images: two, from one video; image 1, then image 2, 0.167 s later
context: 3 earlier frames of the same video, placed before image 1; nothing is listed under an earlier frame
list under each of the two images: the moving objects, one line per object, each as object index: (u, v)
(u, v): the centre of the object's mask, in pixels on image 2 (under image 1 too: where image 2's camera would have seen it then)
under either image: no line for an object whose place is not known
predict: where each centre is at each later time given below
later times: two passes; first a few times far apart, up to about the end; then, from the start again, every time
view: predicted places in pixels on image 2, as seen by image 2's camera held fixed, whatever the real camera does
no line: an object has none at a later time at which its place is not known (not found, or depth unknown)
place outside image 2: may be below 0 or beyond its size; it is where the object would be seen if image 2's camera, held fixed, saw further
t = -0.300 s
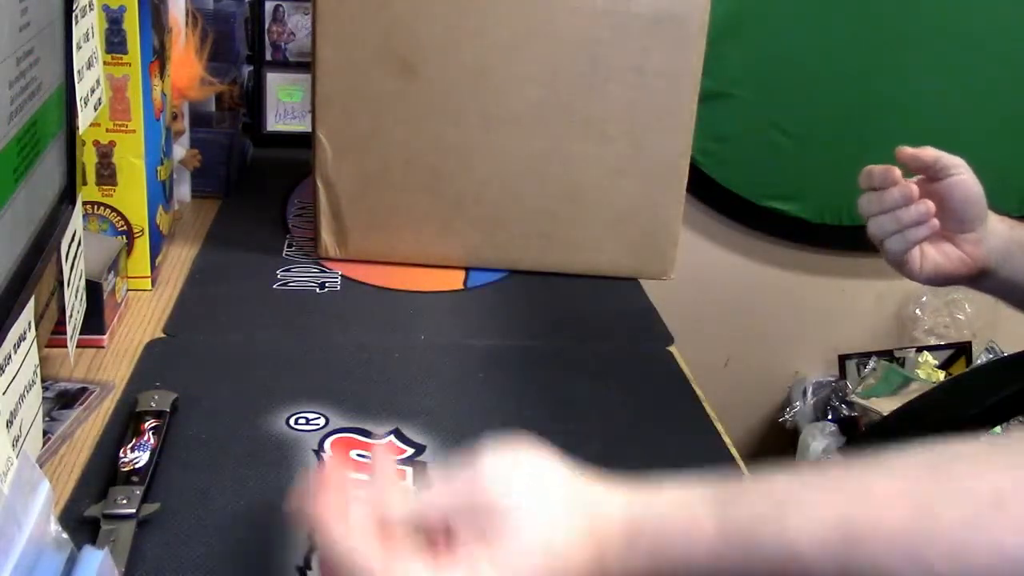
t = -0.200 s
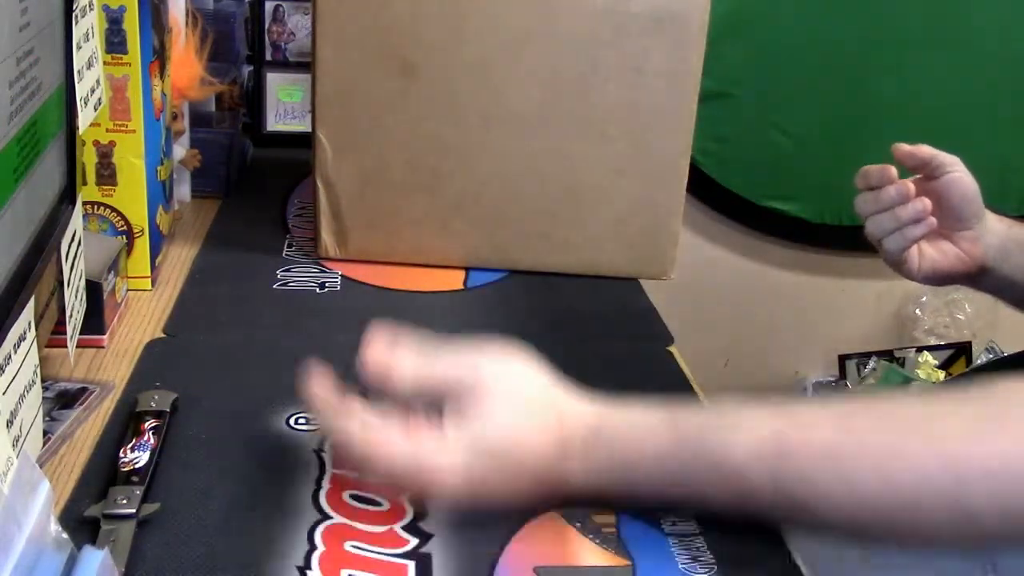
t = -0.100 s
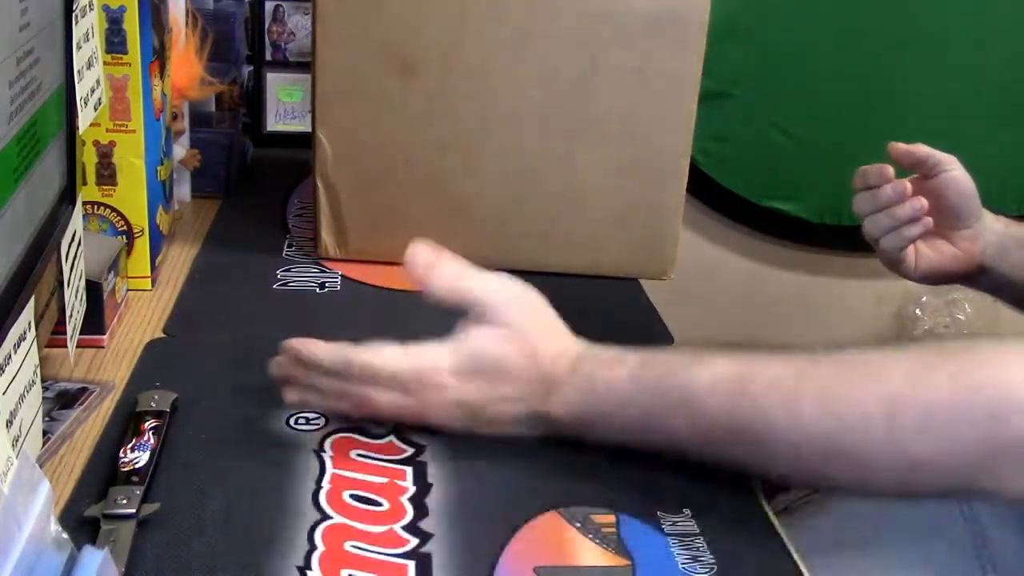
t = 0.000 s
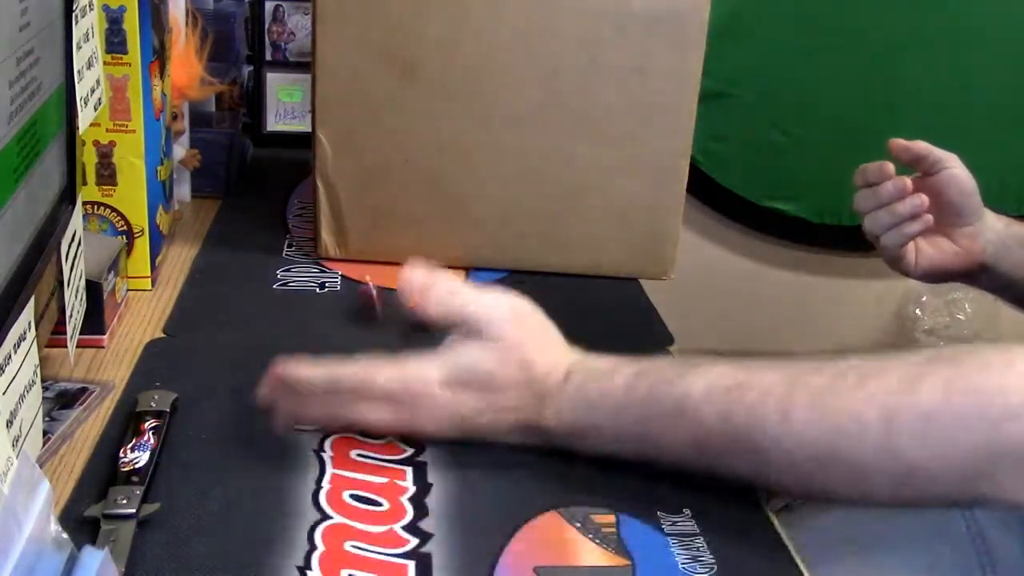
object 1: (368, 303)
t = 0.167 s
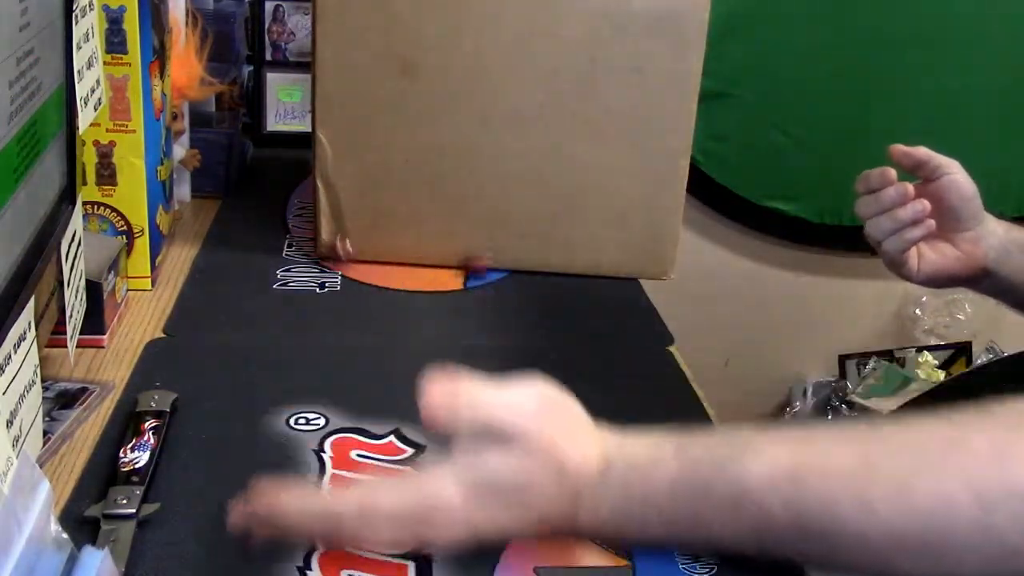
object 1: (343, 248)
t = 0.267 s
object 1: (357, 273)
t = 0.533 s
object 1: (370, 295)
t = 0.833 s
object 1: (370, 295)
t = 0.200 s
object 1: (349, 261)
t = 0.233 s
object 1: (353, 262)
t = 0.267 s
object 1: (357, 273)
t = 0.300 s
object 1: (360, 275)
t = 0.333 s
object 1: (364, 283)
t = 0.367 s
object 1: (367, 286)
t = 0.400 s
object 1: (368, 291)
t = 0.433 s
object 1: (368, 293)
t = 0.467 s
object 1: (370, 294)
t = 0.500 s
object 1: (370, 295)
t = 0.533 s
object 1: (370, 295)
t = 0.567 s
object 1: (370, 295)
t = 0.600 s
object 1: (370, 295)
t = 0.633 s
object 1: (370, 295)
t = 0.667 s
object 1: (370, 295)
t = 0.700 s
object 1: (370, 295)
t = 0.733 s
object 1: (370, 295)
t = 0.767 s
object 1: (370, 295)
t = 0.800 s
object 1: (370, 295)
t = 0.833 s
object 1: (370, 295)
